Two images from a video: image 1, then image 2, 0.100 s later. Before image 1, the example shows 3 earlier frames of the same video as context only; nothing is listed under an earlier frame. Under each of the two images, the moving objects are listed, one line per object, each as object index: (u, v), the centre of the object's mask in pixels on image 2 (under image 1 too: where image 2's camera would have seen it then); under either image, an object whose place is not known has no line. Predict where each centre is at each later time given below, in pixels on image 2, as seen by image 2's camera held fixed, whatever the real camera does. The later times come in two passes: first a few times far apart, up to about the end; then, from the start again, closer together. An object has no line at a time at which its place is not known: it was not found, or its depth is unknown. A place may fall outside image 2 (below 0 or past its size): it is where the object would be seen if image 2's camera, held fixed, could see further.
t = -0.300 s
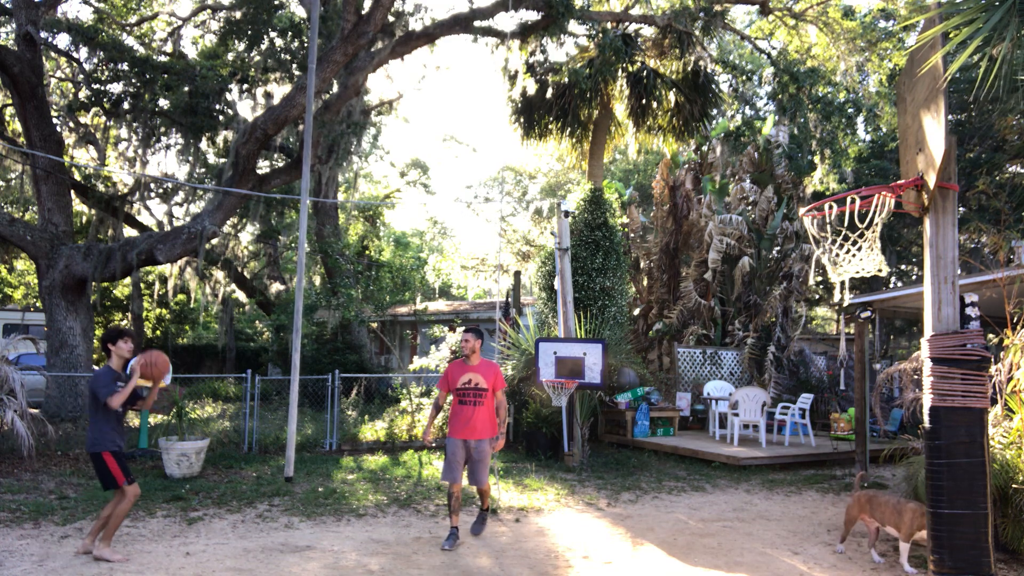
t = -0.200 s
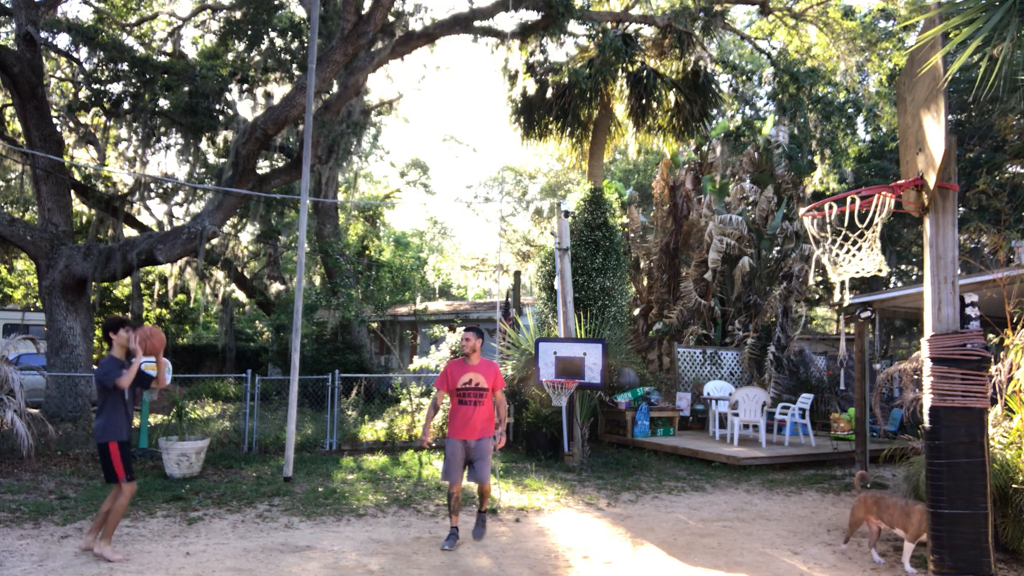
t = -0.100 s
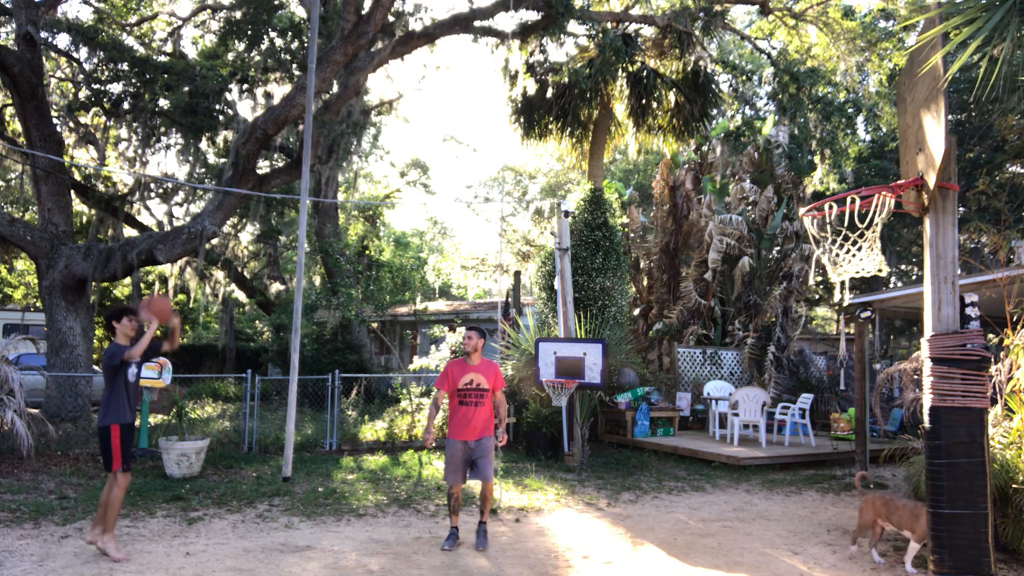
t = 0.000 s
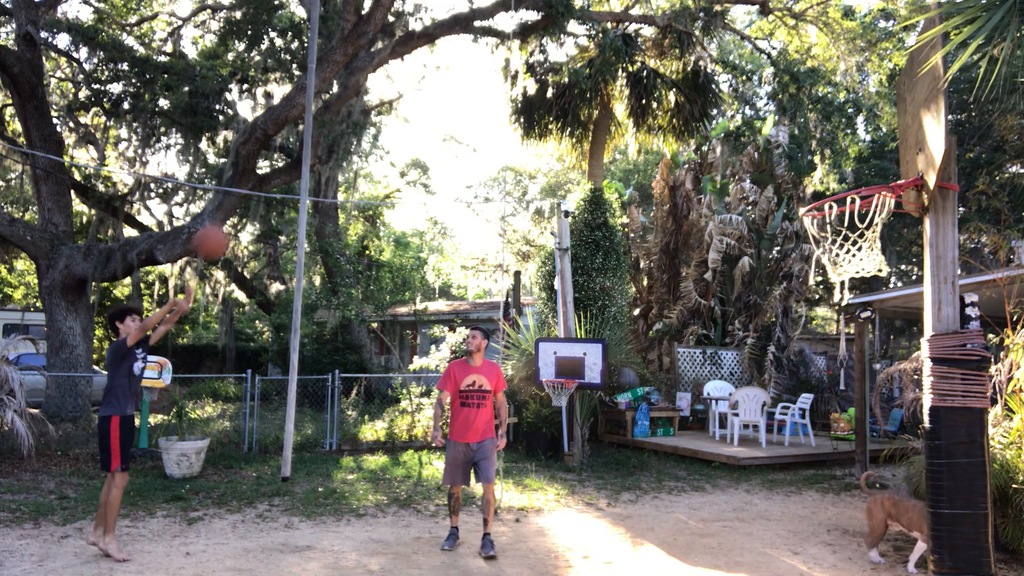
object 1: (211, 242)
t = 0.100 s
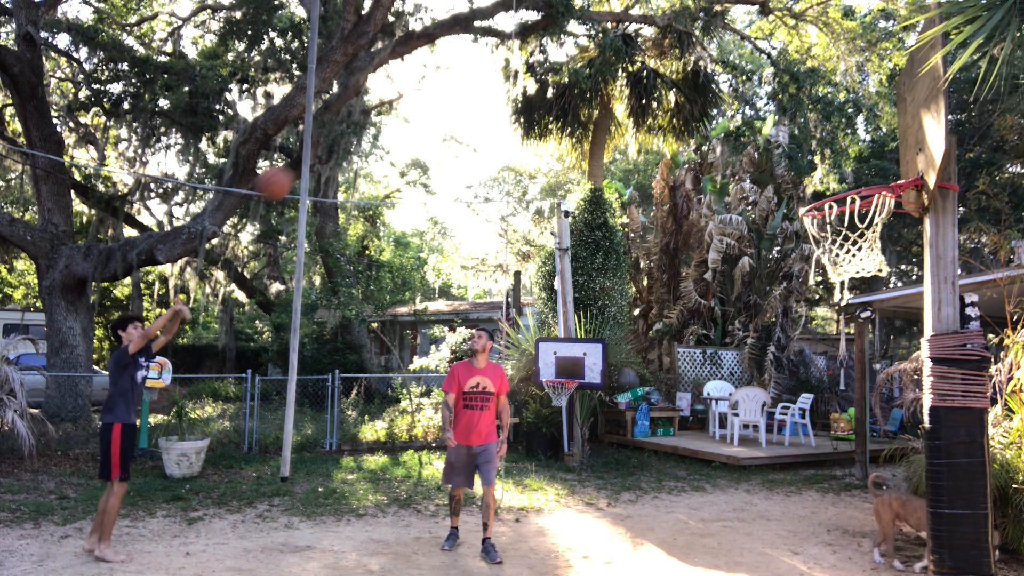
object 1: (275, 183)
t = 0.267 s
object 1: (383, 111)
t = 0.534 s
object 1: (576, 73)
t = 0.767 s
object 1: (768, 127)
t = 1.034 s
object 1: (799, 287)
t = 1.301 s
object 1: (697, 498)
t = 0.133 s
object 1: (296, 166)
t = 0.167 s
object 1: (319, 150)
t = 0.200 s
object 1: (339, 136)
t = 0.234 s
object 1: (361, 122)
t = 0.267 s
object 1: (383, 111)
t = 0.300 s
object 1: (405, 103)
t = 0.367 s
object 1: (453, 85)
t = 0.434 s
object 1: (502, 76)
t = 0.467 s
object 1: (525, 73)
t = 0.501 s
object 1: (549, 73)
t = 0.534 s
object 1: (576, 73)
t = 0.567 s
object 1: (601, 73)
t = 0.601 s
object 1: (628, 77)
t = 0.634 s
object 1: (655, 84)
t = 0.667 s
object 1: (682, 92)
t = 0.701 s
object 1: (709, 101)
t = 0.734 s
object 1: (739, 114)
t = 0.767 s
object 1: (768, 127)
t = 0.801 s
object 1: (796, 143)
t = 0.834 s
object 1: (828, 161)
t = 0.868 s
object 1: (859, 177)
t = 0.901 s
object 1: (862, 204)
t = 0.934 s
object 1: (850, 220)
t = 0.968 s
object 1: (832, 241)
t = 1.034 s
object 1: (799, 287)
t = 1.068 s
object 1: (786, 310)
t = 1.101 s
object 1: (769, 334)
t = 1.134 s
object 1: (758, 360)
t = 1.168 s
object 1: (744, 384)
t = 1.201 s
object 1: (731, 412)
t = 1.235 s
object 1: (718, 443)
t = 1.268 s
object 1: (708, 471)
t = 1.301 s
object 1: (697, 498)
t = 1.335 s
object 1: (686, 527)
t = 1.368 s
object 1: (677, 552)
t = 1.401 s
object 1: (664, 558)
